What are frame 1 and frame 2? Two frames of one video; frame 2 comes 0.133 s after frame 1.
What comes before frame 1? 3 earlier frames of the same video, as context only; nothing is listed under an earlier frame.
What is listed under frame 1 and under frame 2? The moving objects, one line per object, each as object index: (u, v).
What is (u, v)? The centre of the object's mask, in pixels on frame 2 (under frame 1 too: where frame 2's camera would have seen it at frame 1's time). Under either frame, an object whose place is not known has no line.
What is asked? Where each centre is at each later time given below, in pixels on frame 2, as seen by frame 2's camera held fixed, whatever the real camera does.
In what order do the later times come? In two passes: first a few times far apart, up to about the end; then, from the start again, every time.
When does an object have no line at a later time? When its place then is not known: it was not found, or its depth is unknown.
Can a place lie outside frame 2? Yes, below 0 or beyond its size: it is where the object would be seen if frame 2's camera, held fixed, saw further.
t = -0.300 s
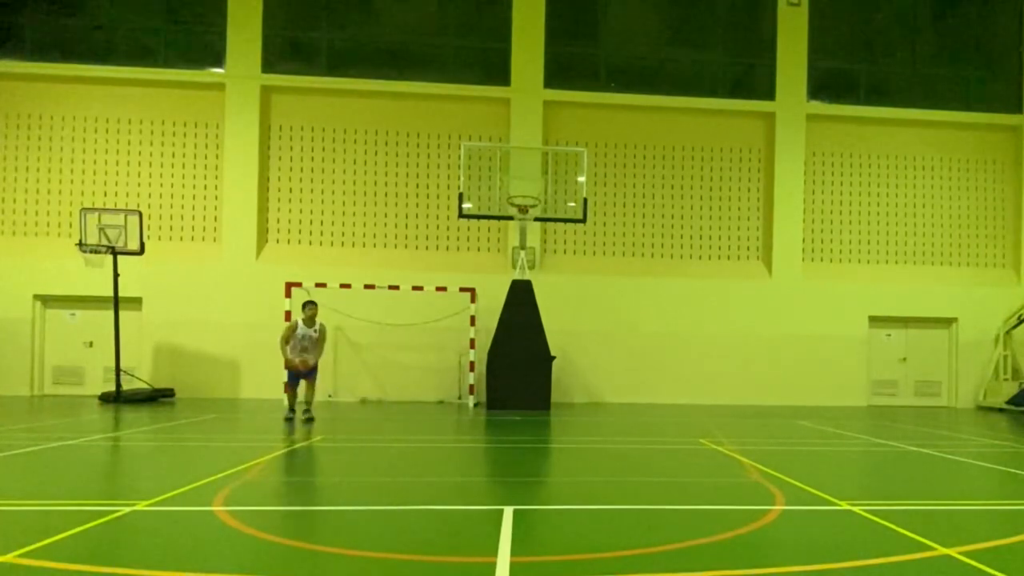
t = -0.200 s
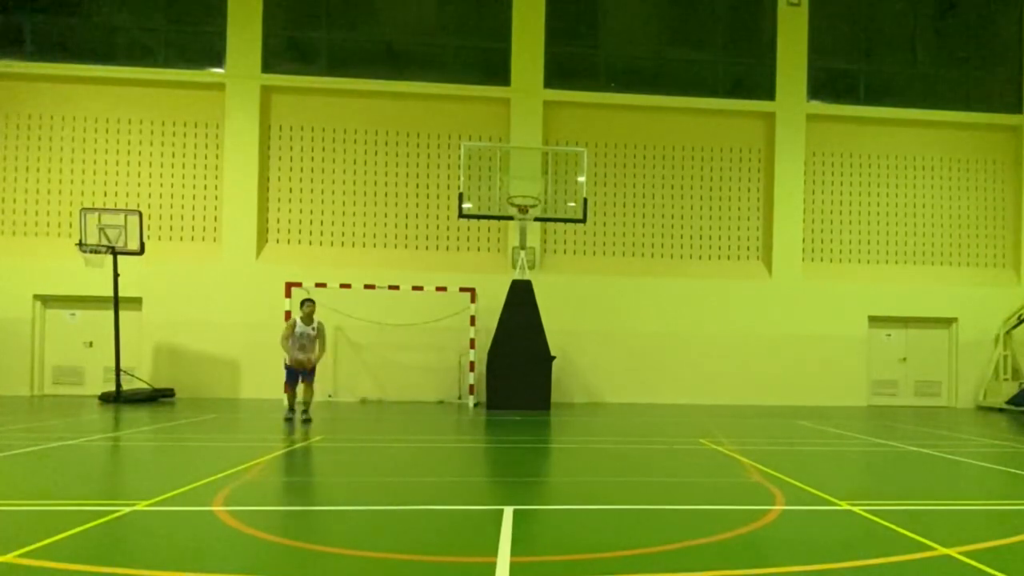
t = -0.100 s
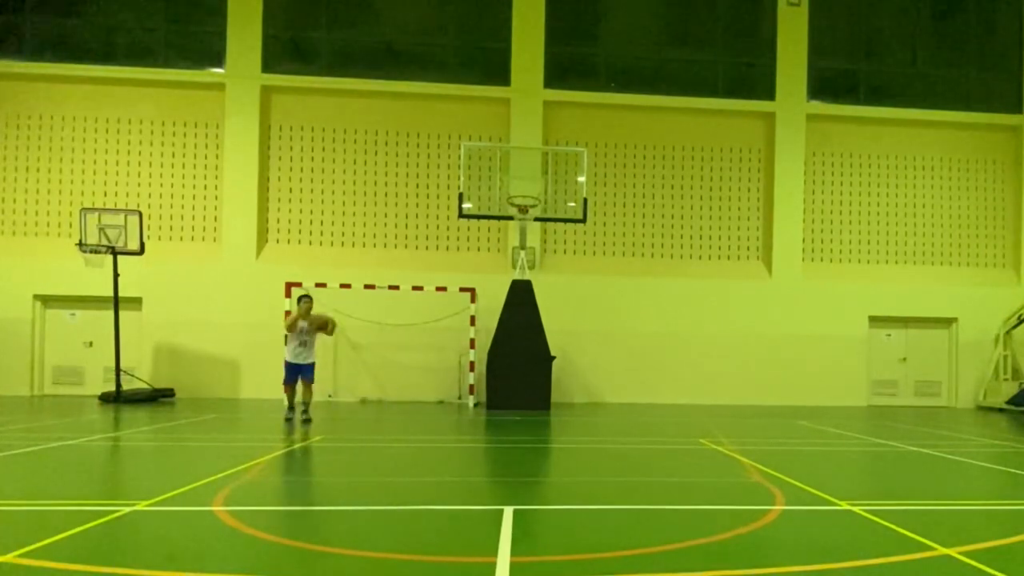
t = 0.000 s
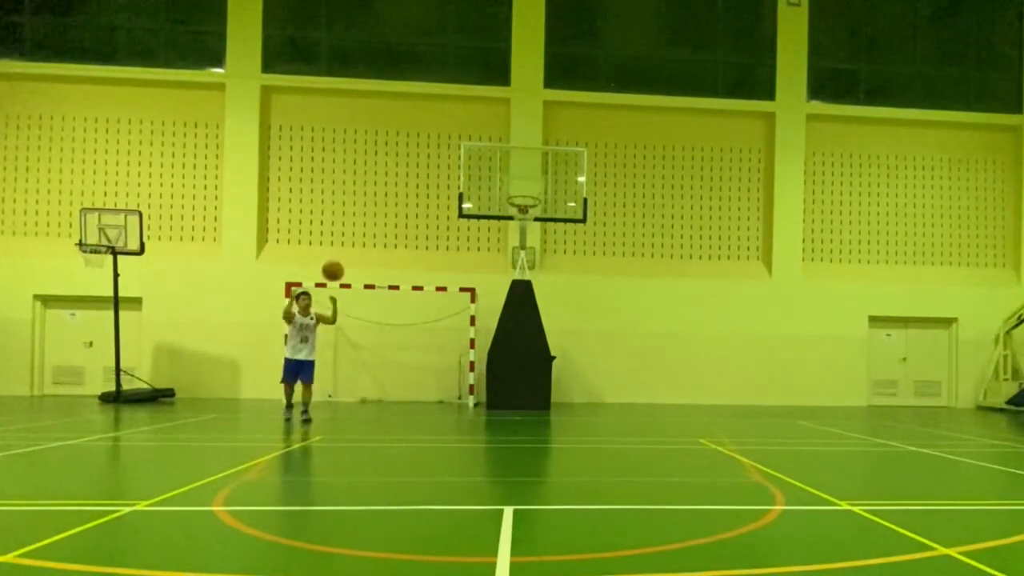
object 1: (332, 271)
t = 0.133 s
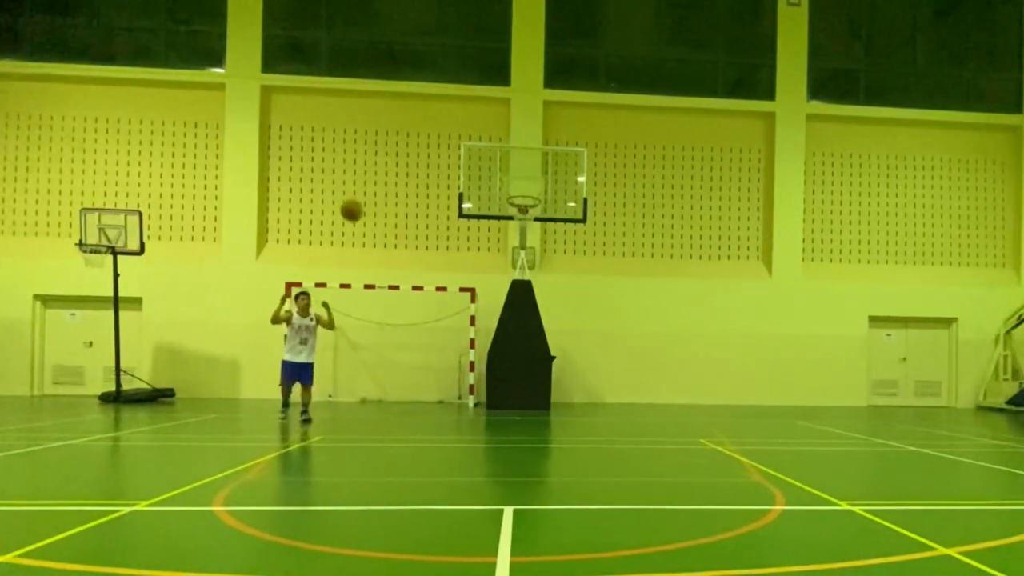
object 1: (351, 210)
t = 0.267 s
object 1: (371, 161)
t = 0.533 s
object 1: (414, 102)
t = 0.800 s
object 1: (463, 109)
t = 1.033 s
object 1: (513, 181)
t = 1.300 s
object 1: (583, 361)
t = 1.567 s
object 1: (610, 341)
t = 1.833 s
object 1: (602, 214)
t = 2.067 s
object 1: (594, 187)
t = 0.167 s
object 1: (356, 197)
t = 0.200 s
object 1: (361, 184)
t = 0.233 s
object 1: (366, 173)
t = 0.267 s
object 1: (371, 161)
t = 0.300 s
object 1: (376, 151)
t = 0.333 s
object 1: (382, 141)
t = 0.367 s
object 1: (387, 133)
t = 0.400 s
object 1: (392, 124)
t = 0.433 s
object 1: (397, 118)
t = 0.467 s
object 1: (403, 112)
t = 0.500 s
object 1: (409, 107)
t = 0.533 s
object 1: (414, 102)
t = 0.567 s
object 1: (420, 99)
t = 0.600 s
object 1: (426, 97)
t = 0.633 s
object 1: (432, 96)
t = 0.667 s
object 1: (438, 96)
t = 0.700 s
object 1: (443, 98)
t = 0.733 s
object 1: (450, 100)
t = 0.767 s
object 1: (457, 104)
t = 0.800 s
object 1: (463, 109)
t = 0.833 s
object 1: (469, 116)
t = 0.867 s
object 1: (477, 123)
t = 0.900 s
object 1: (484, 131)
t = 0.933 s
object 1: (490, 142)
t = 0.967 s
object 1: (497, 154)
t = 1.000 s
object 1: (506, 167)
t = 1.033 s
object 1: (513, 181)
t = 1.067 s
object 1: (522, 199)
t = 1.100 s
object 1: (529, 216)
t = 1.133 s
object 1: (538, 236)
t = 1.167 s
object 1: (548, 255)
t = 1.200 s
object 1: (555, 280)
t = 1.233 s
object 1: (564, 305)
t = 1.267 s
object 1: (573, 333)
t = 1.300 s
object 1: (583, 361)
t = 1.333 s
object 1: (593, 394)
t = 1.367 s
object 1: (604, 426)
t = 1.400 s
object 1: (614, 464)
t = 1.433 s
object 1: (615, 447)
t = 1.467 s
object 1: (614, 417)
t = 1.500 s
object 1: (613, 390)
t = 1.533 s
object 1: (611, 364)
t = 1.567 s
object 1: (610, 341)
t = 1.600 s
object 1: (609, 320)
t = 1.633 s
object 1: (608, 300)
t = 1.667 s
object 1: (607, 282)
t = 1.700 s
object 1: (606, 266)
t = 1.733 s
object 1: (605, 250)
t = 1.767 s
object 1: (604, 237)
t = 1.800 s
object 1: (603, 225)
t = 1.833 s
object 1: (602, 214)
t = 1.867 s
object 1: (601, 206)
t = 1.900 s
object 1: (599, 199)
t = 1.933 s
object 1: (599, 194)
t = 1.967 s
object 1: (598, 190)
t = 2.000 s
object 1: (597, 187)
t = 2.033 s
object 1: (595, 187)
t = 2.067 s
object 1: (594, 187)
